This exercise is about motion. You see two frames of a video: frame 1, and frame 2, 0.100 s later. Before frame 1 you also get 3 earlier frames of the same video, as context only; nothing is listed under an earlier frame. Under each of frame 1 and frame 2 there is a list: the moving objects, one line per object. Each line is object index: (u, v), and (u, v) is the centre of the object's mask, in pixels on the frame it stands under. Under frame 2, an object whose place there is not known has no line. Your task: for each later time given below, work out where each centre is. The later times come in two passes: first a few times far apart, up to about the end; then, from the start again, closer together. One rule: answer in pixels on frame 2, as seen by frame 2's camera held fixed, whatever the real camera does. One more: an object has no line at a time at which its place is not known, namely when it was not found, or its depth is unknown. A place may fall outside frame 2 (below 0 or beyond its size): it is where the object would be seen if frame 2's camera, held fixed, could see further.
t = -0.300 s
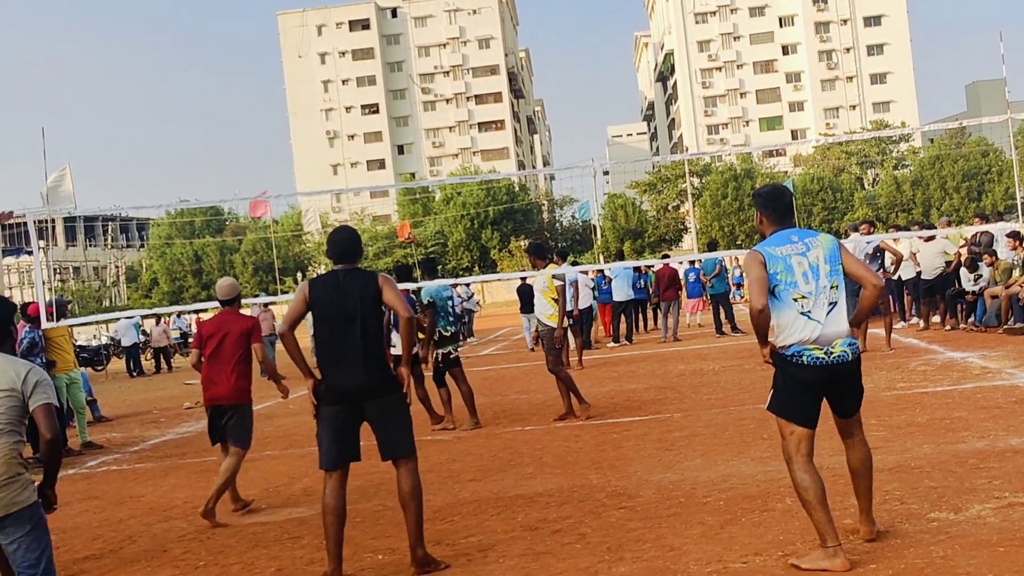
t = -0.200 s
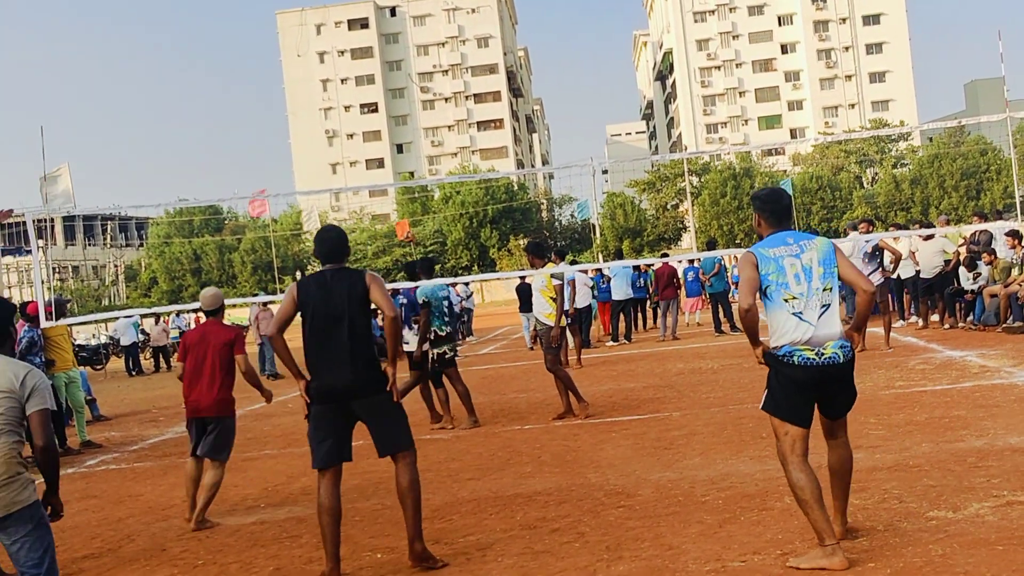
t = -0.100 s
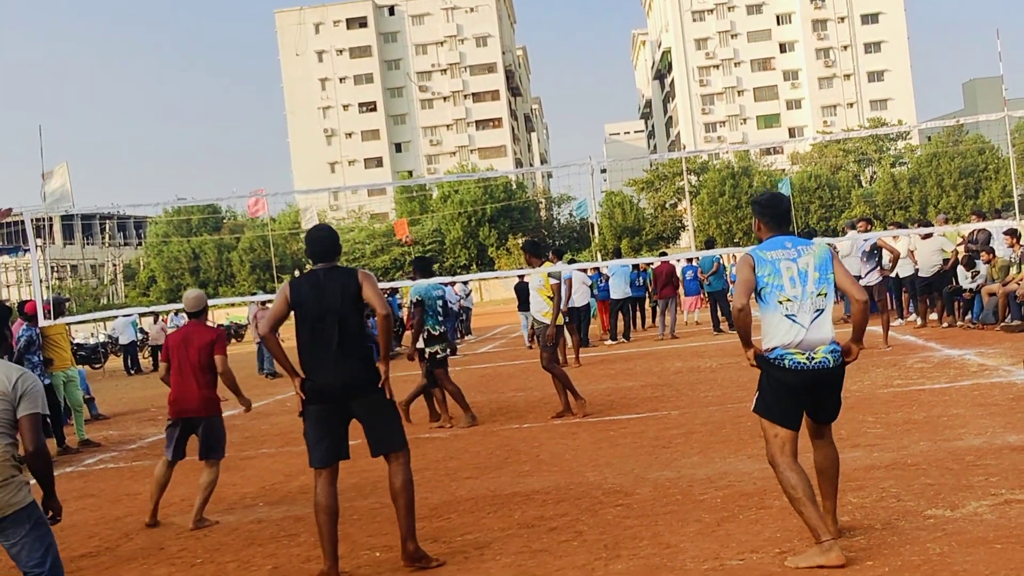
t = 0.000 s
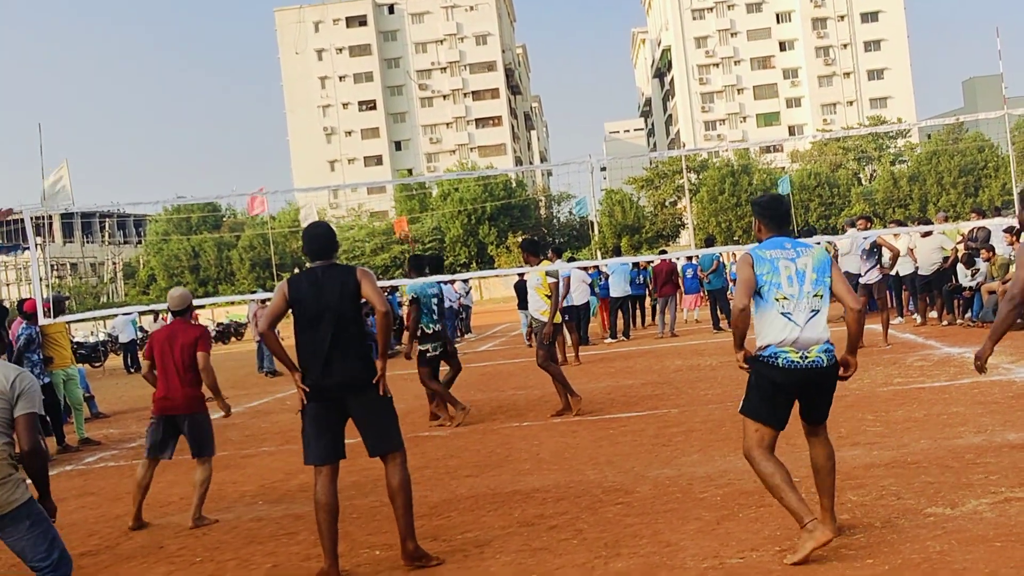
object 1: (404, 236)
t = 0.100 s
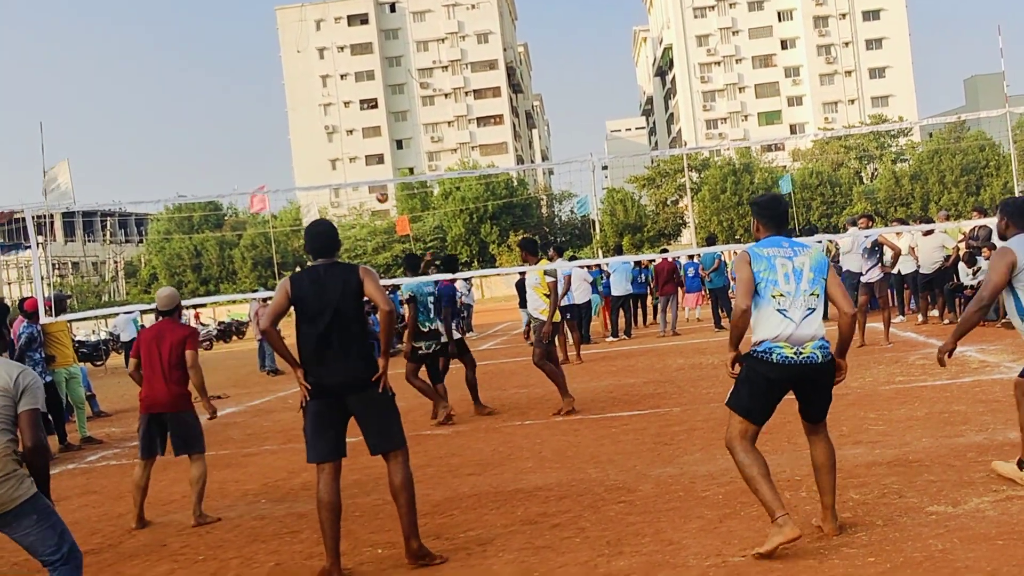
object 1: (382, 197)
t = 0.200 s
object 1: (356, 163)
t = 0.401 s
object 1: (291, 110)
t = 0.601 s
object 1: (202, 79)
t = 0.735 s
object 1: (125, 79)
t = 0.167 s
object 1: (365, 174)
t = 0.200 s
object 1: (356, 163)
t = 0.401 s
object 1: (291, 110)
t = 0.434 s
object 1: (278, 103)
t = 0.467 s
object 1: (265, 96)
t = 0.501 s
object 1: (250, 91)
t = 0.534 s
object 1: (235, 86)
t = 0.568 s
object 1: (219, 82)
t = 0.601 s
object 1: (202, 79)
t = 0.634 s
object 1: (184, 77)
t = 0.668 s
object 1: (165, 76)
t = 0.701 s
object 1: (145, 77)
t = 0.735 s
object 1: (125, 79)
